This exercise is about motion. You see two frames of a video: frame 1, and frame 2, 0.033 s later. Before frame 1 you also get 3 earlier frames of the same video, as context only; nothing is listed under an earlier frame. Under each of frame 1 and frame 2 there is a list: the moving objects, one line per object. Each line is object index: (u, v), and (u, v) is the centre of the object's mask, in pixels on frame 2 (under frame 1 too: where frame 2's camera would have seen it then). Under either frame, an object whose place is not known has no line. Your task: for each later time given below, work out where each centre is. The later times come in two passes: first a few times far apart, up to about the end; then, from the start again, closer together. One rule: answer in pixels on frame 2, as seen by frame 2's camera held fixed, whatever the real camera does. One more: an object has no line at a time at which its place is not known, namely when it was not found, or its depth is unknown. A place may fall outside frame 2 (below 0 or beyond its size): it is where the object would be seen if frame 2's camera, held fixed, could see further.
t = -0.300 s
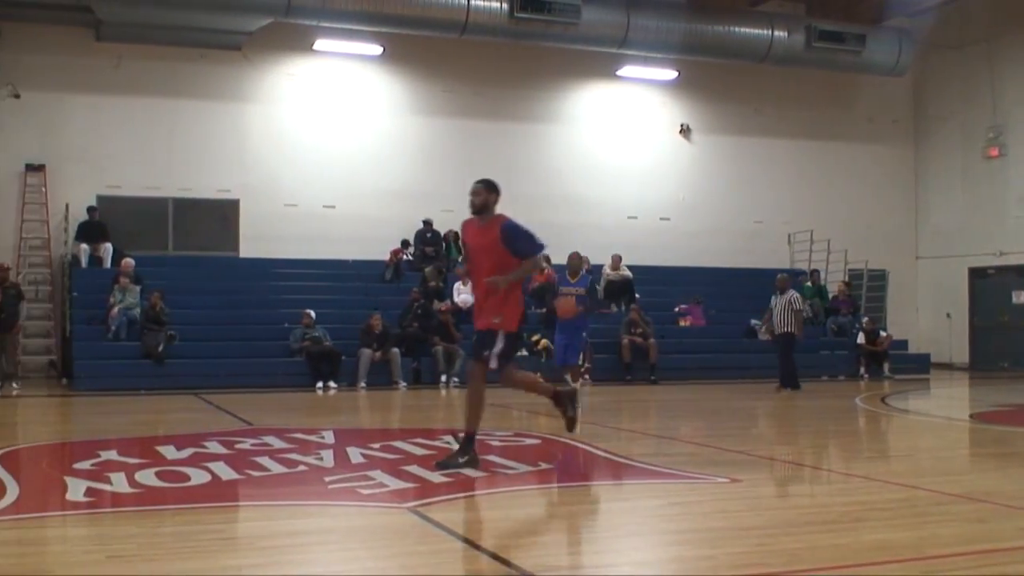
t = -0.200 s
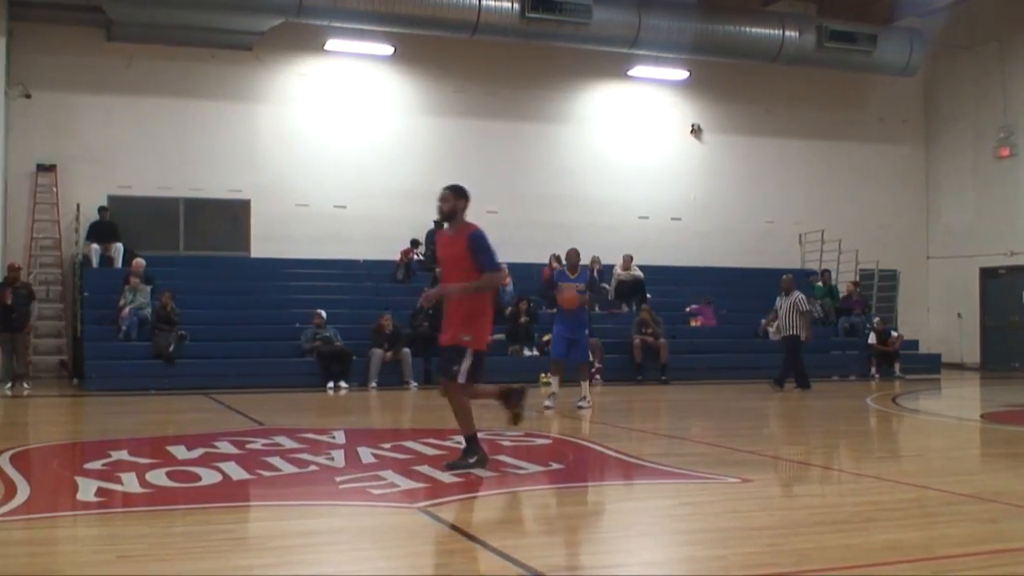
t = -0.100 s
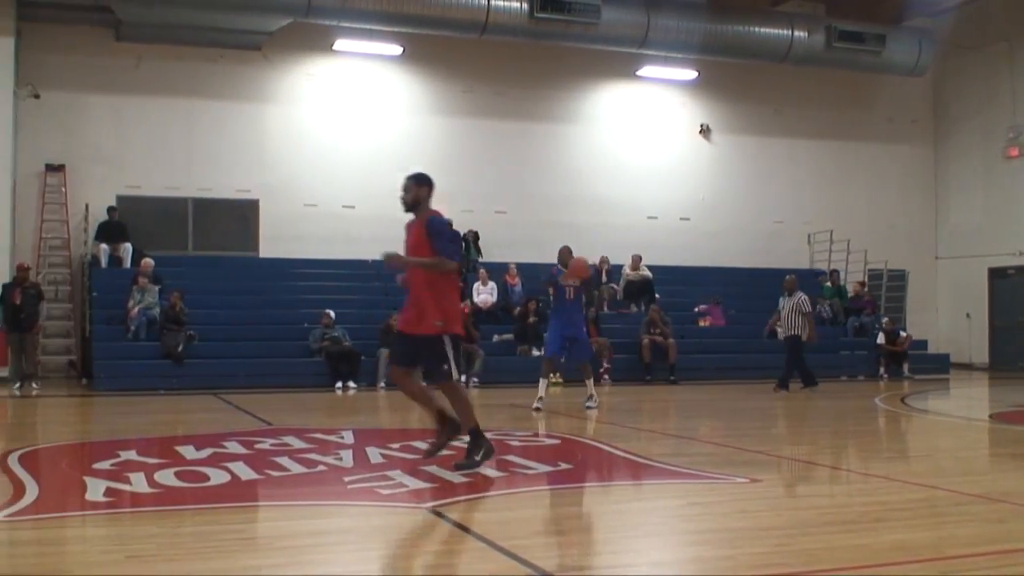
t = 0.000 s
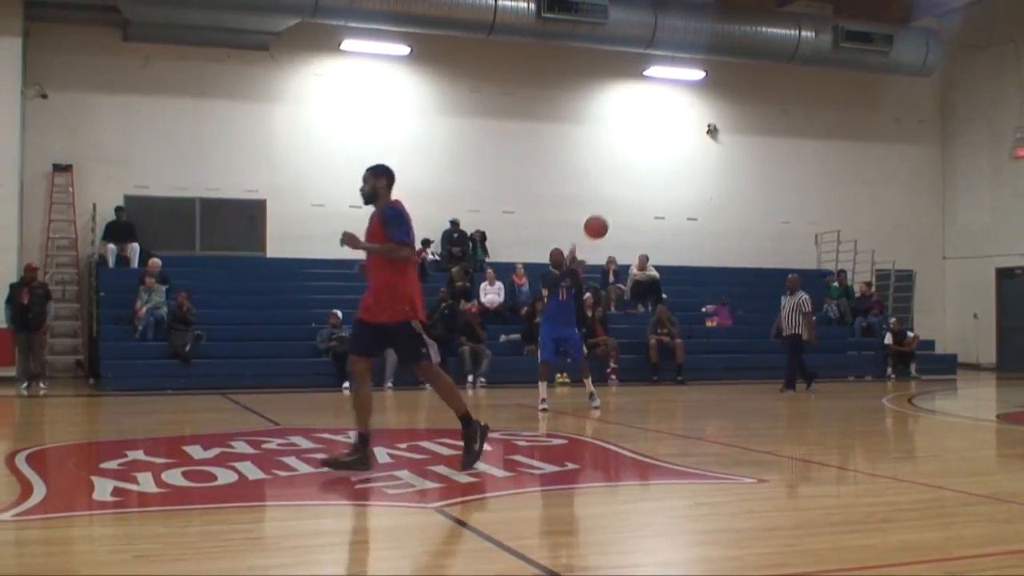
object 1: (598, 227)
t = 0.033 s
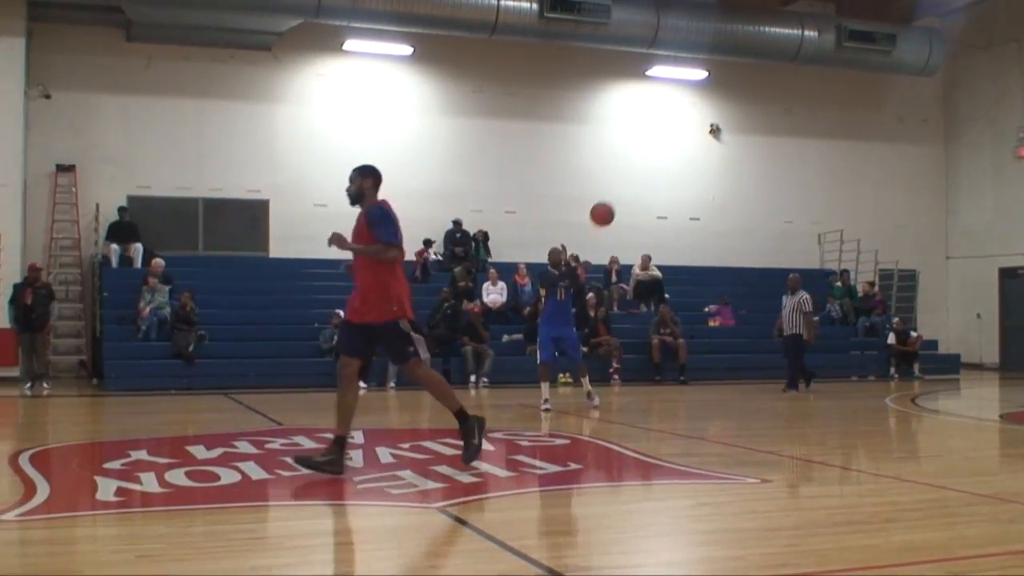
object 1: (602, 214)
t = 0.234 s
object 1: (628, 143)
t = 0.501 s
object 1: (690, 80)
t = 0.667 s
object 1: (751, 77)
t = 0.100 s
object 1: (610, 189)
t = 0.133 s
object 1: (614, 177)
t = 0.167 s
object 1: (618, 166)
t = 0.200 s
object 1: (623, 154)
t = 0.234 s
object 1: (628, 143)
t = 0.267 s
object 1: (634, 133)
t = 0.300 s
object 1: (639, 124)
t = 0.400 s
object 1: (660, 99)
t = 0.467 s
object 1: (677, 87)
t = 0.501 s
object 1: (690, 80)
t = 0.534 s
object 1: (701, 75)
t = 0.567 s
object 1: (711, 72)
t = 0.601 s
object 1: (721, 72)
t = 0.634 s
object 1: (734, 73)
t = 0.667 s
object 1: (751, 77)
